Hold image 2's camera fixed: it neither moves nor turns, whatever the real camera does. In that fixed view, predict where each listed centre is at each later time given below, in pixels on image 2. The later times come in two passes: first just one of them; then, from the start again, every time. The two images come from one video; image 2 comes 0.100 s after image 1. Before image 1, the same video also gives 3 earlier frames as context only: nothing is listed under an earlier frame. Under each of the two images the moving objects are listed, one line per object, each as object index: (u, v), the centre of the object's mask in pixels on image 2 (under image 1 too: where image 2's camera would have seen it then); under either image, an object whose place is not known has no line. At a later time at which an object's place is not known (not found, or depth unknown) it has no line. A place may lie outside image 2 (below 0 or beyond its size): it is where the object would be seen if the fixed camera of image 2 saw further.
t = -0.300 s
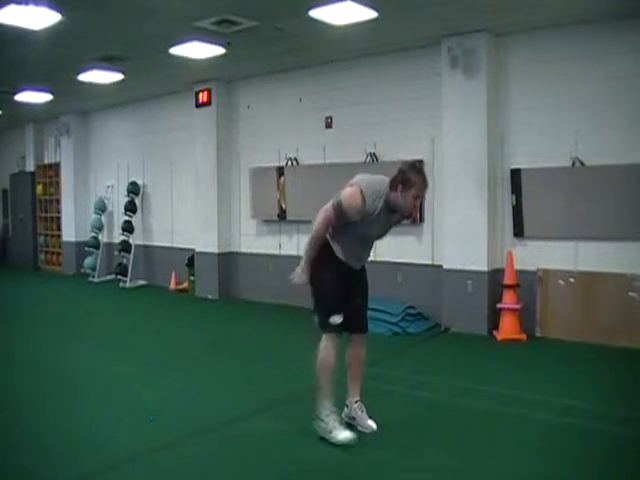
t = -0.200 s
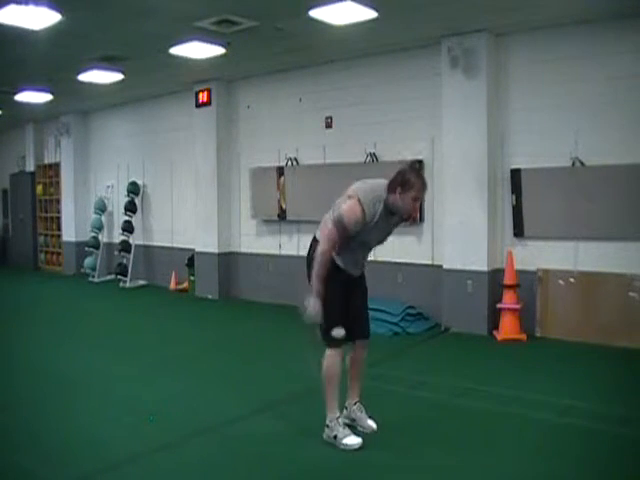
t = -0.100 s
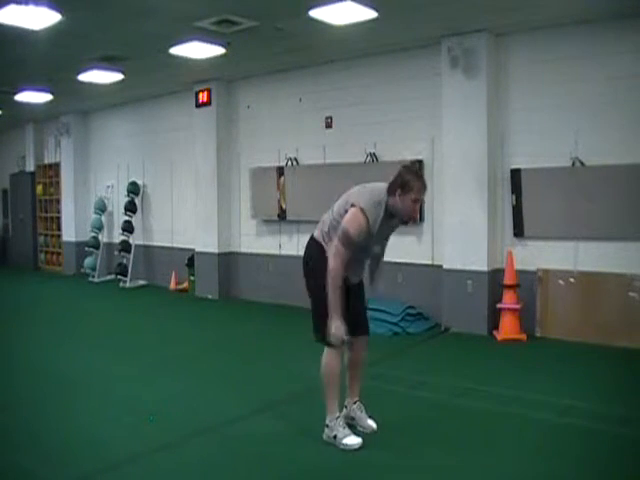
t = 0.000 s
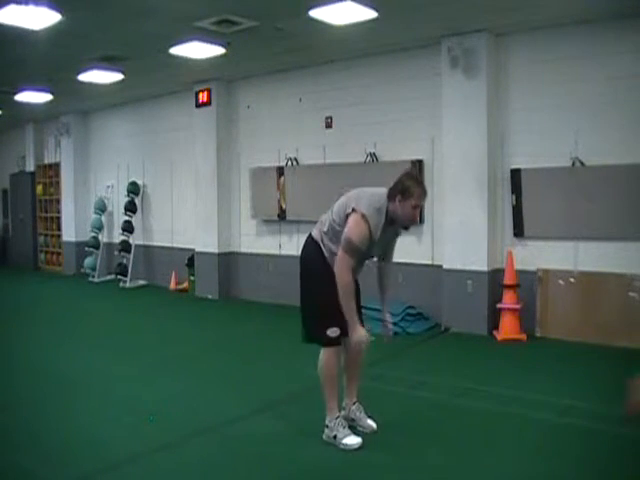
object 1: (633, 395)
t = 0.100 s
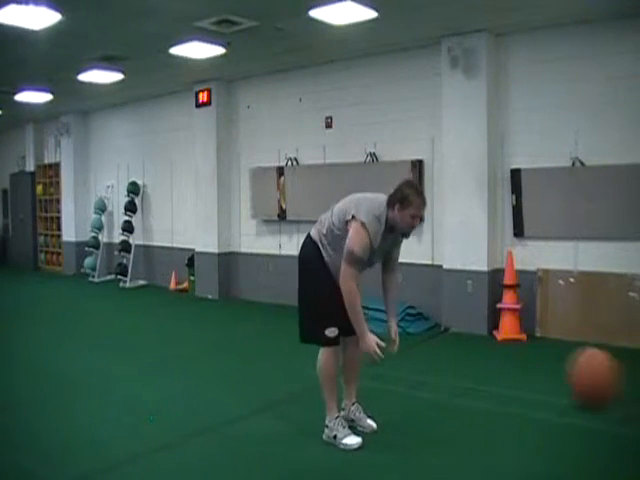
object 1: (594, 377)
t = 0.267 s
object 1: (498, 386)
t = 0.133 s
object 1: (572, 374)
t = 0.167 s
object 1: (553, 374)
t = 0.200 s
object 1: (534, 376)
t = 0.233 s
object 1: (516, 380)
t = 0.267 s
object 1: (498, 386)
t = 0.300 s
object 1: (480, 395)
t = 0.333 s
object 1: (464, 404)
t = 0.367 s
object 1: (446, 418)
